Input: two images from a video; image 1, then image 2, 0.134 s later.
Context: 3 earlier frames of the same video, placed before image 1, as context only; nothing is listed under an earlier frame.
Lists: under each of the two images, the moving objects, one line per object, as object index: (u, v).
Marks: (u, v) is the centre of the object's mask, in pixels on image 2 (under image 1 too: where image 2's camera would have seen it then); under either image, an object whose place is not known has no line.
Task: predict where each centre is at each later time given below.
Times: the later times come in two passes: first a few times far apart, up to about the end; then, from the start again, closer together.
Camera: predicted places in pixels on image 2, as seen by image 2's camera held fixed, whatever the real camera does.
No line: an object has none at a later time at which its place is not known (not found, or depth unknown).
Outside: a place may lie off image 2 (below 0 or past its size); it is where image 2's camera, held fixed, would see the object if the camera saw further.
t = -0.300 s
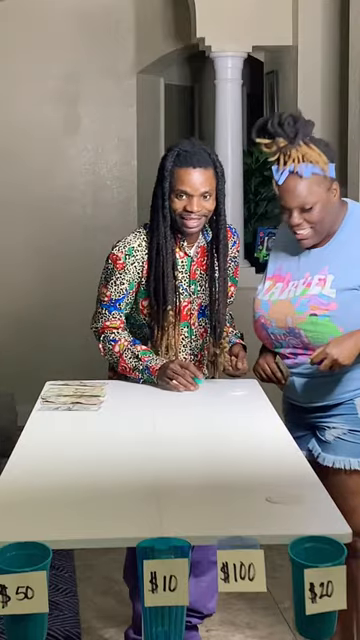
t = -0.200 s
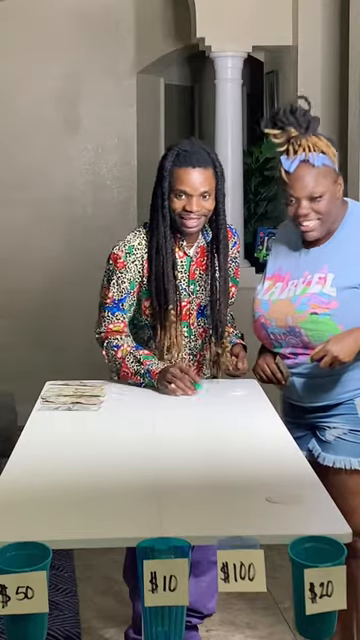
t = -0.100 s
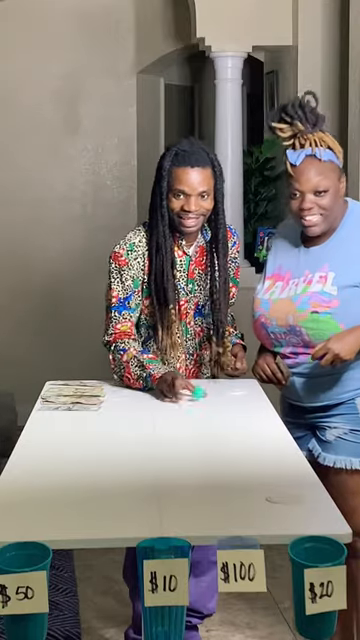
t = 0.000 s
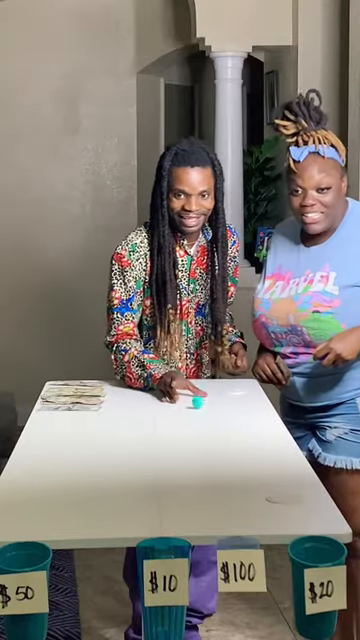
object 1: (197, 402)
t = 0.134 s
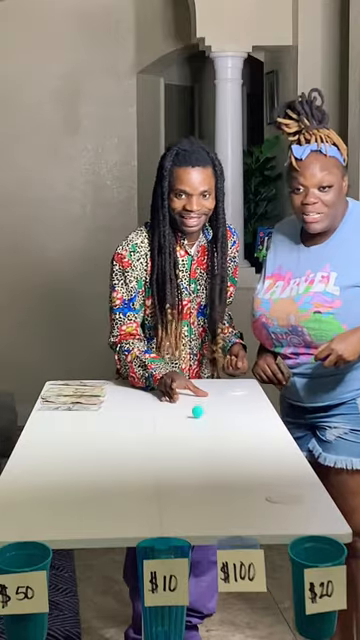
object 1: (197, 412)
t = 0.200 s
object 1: (197, 416)
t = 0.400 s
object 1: (200, 430)
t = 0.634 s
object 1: (209, 446)
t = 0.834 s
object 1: (224, 461)
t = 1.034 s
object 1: (245, 477)
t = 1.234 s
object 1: (265, 494)
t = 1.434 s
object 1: (277, 512)
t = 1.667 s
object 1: (296, 551)
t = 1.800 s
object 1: (314, 631)
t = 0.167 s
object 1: (197, 414)
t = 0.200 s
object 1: (197, 416)
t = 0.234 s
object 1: (197, 418)
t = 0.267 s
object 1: (197, 420)
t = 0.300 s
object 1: (198, 423)
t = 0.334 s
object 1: (198, 425)
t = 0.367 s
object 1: (199, 427)
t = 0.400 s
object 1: (200, 430)
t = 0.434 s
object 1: (200, 432)
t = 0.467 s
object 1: (201, 434)
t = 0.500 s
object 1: (203, 436)
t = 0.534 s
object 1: (204, 439)
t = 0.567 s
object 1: (206, 441)
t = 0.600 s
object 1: (207, 443)
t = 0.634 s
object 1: (209, 446)
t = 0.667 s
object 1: (211, 448)
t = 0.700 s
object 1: (213, 450)
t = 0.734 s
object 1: (216, 453)
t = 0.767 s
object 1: (218, 456)
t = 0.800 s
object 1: (221, 458)
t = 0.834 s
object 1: (224, 461)
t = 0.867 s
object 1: (227, 463)
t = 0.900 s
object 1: (230, 466)
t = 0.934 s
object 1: (234, 469)
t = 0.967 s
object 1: (237, 472)
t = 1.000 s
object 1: (241, 474)
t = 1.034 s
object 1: (245, 477)
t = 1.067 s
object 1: (249, 480)
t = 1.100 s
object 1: (253, 483)
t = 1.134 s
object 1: (257, 486)
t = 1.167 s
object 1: (262, 489)
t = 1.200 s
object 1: (264, 489)
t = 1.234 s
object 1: (265, 494)
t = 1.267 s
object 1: (266, 495)
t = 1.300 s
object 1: (268, 500)
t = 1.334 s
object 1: (271, 503)
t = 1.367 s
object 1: (273, 506)
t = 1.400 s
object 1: (275, 509)
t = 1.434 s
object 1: (277, 512)
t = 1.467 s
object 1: (280, 516)
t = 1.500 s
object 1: (282, 520)
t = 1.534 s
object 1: (285, 523)
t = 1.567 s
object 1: (287, 526)
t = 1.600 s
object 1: (289, 534)
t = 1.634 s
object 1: (293, 542)
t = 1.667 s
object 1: (296, 551)
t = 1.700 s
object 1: (301, 563)
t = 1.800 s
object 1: (314, 631)
